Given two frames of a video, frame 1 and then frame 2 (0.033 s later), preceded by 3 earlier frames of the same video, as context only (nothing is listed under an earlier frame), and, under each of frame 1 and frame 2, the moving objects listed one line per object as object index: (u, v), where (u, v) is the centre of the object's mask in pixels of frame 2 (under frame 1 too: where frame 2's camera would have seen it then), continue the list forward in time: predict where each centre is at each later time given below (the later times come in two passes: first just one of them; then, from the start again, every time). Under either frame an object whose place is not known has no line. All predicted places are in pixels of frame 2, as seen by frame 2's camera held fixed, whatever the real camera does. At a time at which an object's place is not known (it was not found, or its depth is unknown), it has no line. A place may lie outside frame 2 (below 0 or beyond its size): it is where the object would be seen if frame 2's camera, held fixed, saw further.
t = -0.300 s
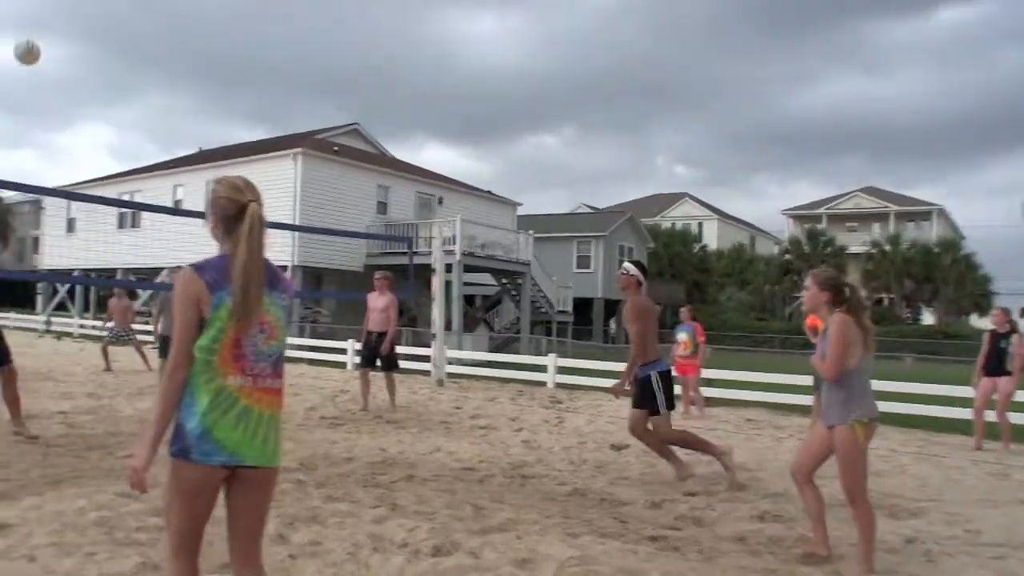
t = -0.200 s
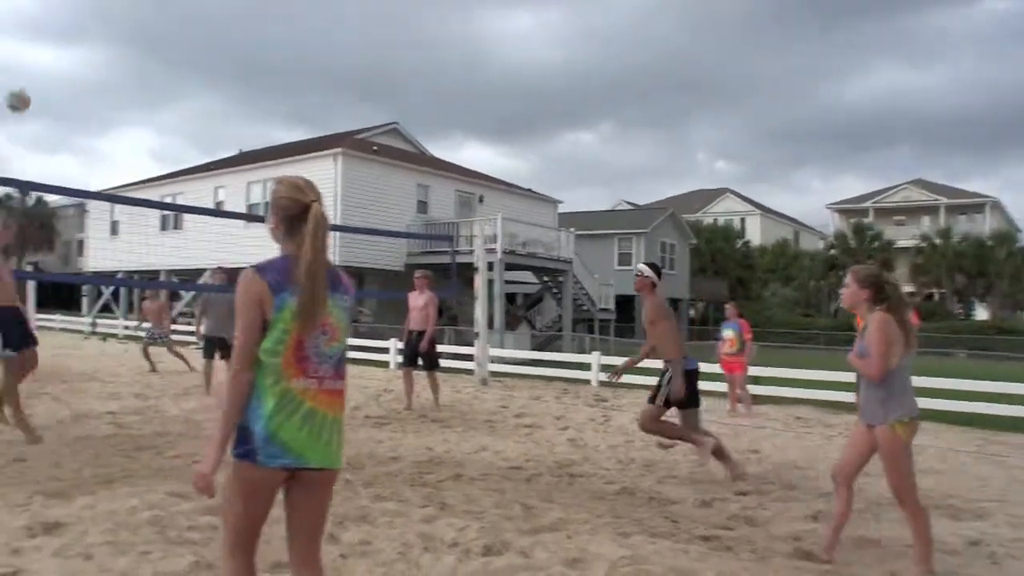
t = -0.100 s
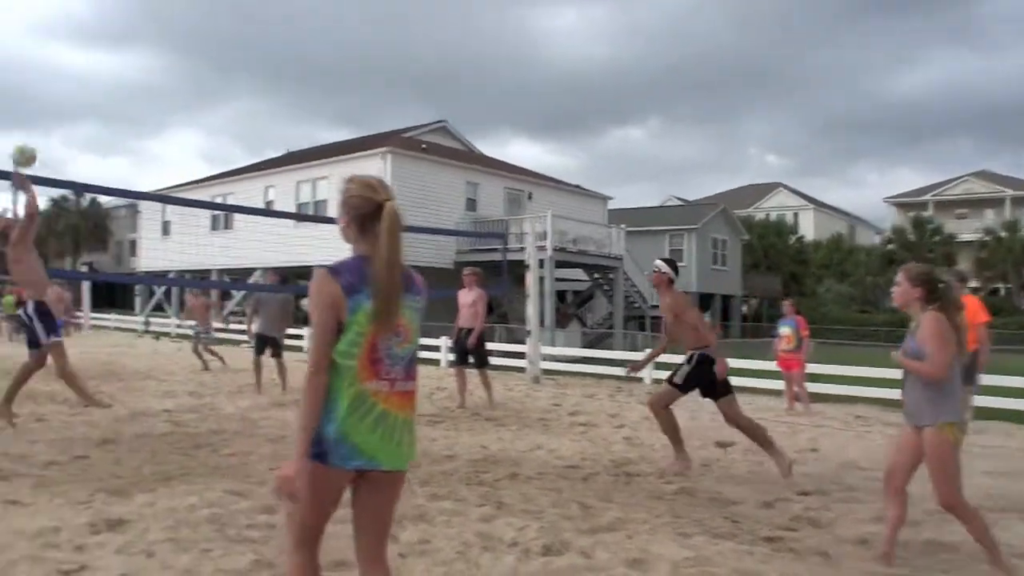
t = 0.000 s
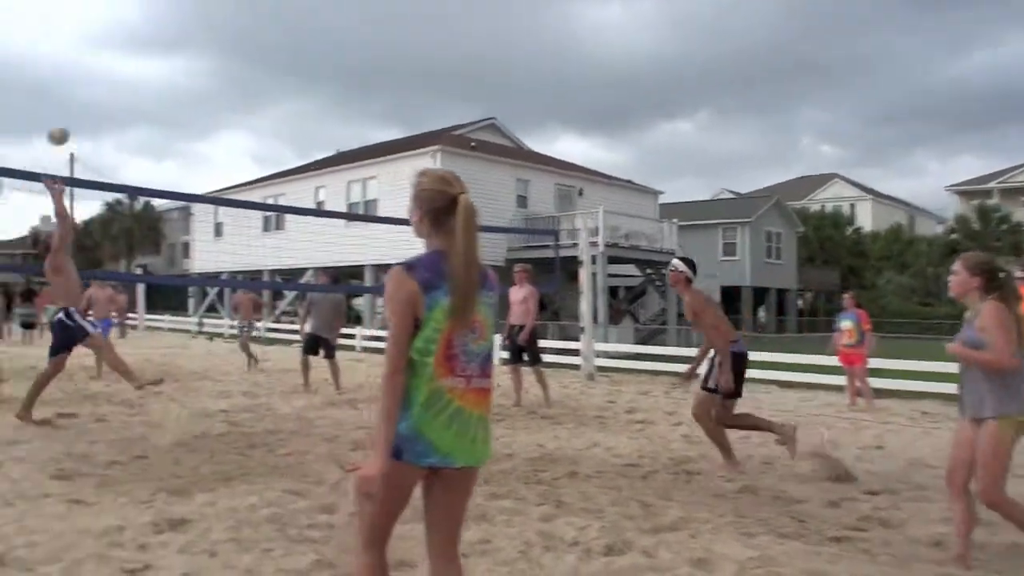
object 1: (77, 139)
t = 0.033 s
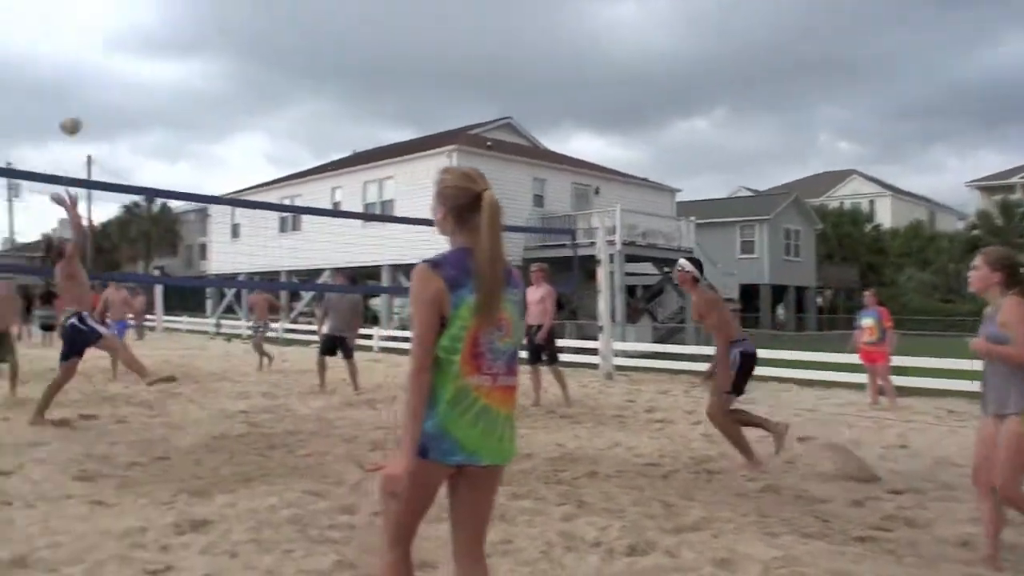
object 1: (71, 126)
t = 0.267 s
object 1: (29, 67)
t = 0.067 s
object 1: (65, 114)
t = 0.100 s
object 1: (60, 103)
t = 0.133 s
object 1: (53, 93)
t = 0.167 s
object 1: (46, 84)
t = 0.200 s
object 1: (40, 78)
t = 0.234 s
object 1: (35, 72)
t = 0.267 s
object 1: (29, 67)
